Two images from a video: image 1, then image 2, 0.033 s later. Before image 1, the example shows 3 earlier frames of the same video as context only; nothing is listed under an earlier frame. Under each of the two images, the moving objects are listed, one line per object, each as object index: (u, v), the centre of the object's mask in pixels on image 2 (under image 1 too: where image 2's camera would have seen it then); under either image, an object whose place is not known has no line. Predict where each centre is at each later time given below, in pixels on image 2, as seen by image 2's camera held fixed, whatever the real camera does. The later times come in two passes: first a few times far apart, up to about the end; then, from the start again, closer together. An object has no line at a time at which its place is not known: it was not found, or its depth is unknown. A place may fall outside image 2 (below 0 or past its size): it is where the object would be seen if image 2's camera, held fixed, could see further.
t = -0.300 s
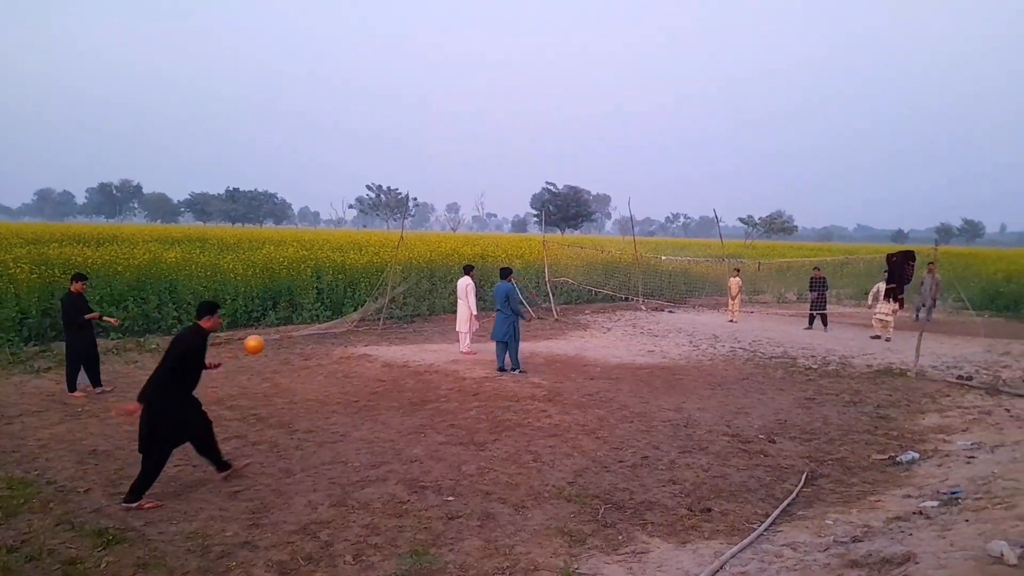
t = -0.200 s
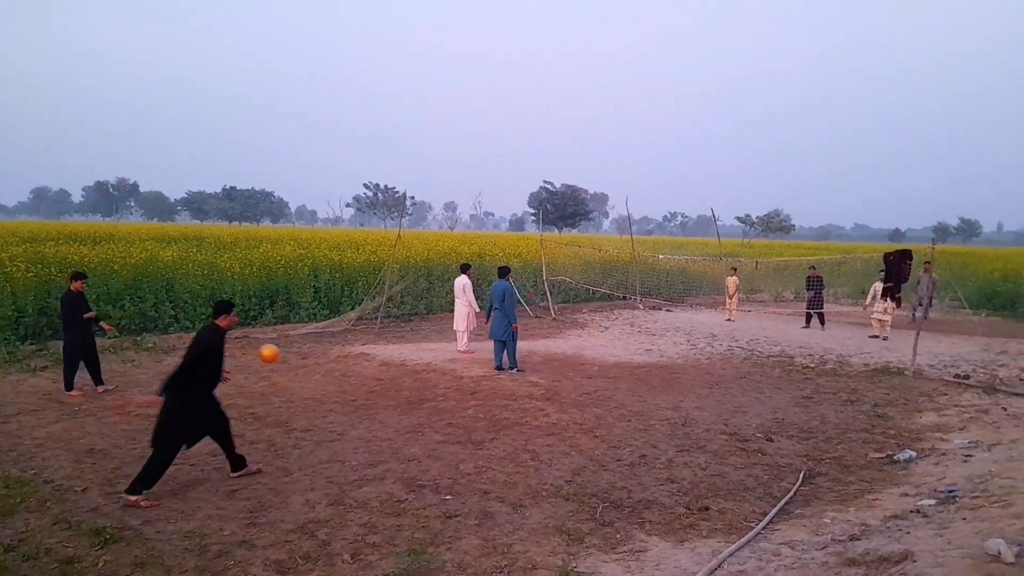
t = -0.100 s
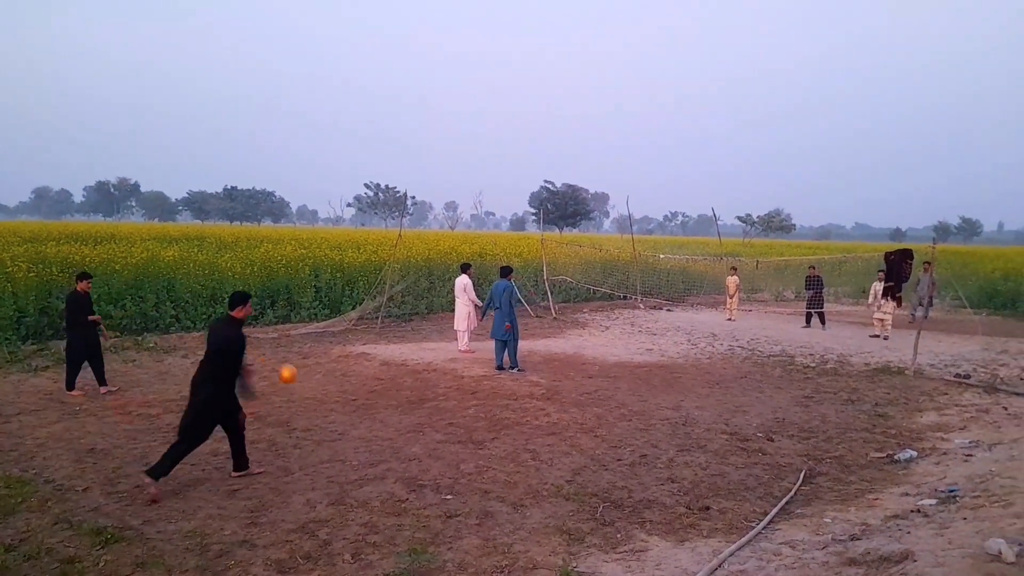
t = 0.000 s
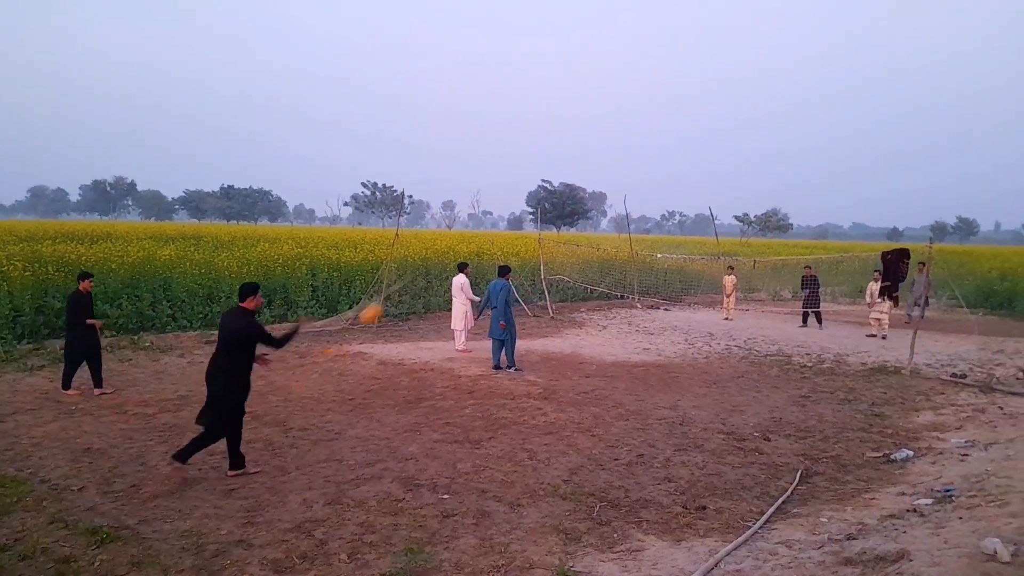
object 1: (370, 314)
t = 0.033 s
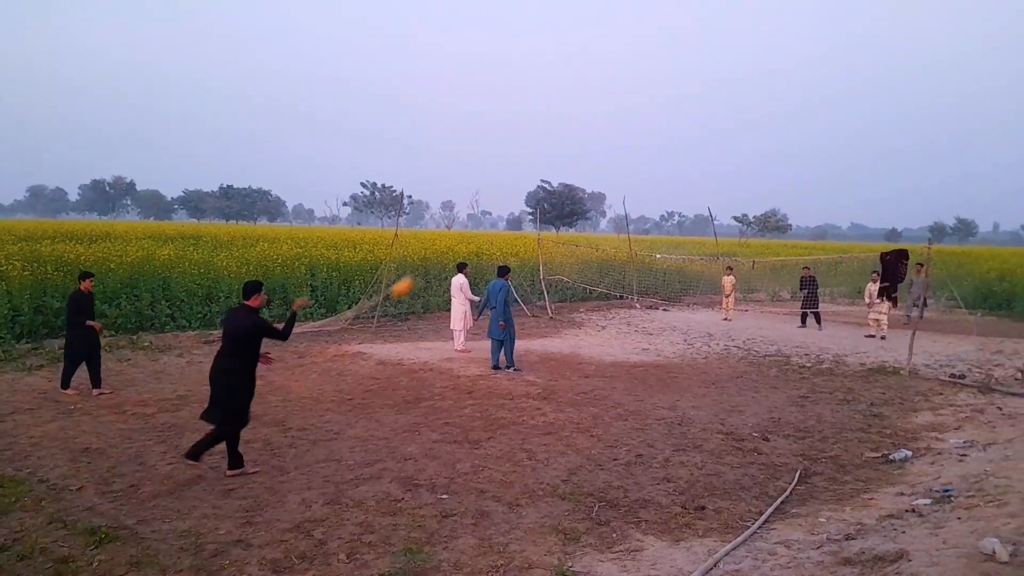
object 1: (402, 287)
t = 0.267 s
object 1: (561, 171)
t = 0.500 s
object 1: (656, 121)
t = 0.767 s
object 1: (732, 113)
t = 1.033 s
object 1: (788, 138)
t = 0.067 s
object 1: (432, 265)
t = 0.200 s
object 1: (526, 196)
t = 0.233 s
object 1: (544, 183)
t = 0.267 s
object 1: (561, 171)
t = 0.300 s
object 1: (577, 161)
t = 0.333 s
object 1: (592, 152)
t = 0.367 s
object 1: (606, 144)
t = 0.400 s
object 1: (620, 137)
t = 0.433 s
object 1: (633, 131)
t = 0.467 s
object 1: (645, 126)
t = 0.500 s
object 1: (656, 121)
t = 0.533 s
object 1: (667, 118)
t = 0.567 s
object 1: (677, 116)
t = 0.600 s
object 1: (687, 113)
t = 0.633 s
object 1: (697, 112)
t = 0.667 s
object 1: (706, 111)
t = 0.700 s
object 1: (715, 112)
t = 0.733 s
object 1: (724, 112)
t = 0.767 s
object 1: (732, 113)
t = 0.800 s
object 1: (740, 114)
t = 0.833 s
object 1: (748, 116)
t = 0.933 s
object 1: (769, 125)
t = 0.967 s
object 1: (776, 128)
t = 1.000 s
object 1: (782, 133)
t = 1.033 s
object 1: (788, 138)
